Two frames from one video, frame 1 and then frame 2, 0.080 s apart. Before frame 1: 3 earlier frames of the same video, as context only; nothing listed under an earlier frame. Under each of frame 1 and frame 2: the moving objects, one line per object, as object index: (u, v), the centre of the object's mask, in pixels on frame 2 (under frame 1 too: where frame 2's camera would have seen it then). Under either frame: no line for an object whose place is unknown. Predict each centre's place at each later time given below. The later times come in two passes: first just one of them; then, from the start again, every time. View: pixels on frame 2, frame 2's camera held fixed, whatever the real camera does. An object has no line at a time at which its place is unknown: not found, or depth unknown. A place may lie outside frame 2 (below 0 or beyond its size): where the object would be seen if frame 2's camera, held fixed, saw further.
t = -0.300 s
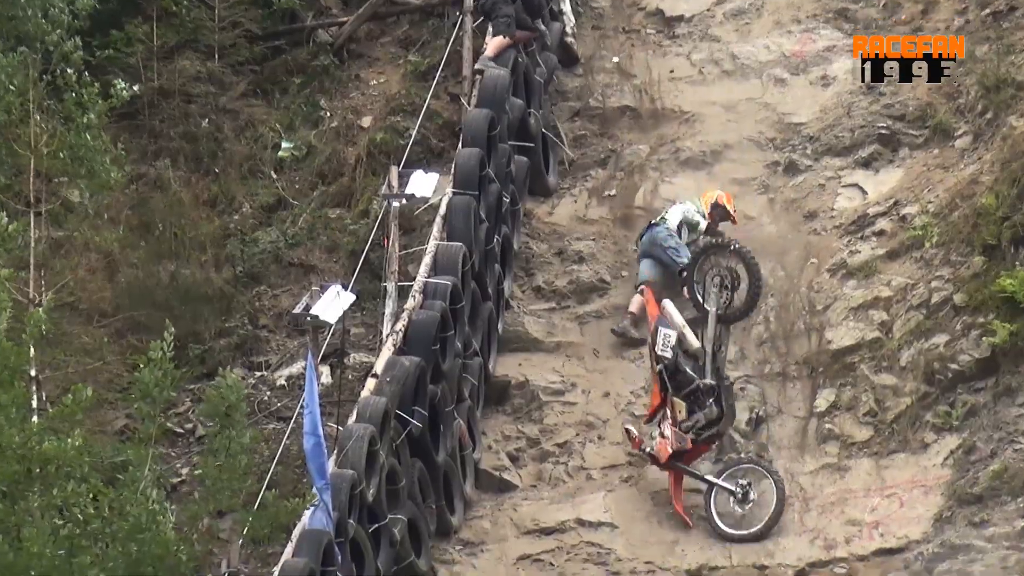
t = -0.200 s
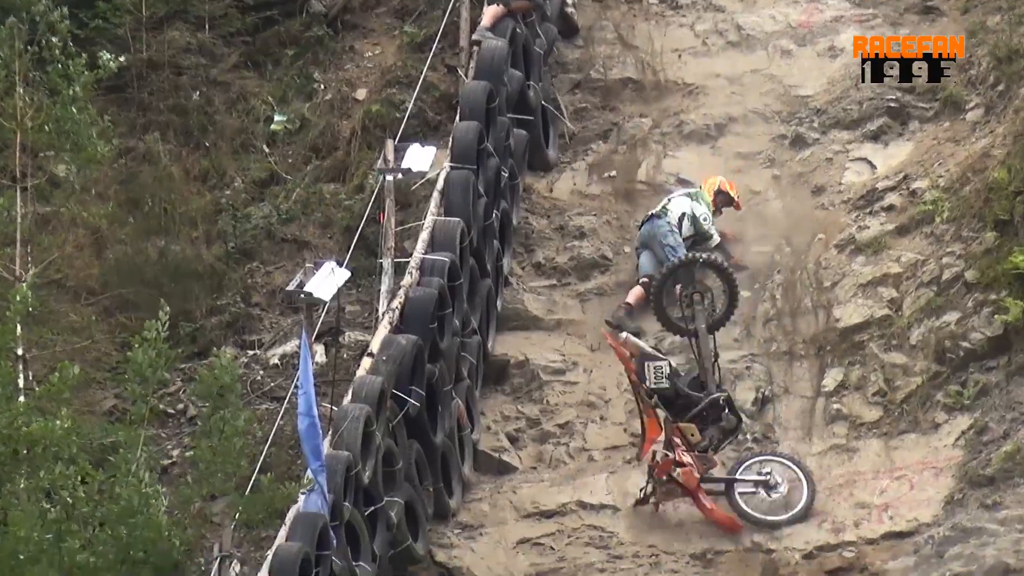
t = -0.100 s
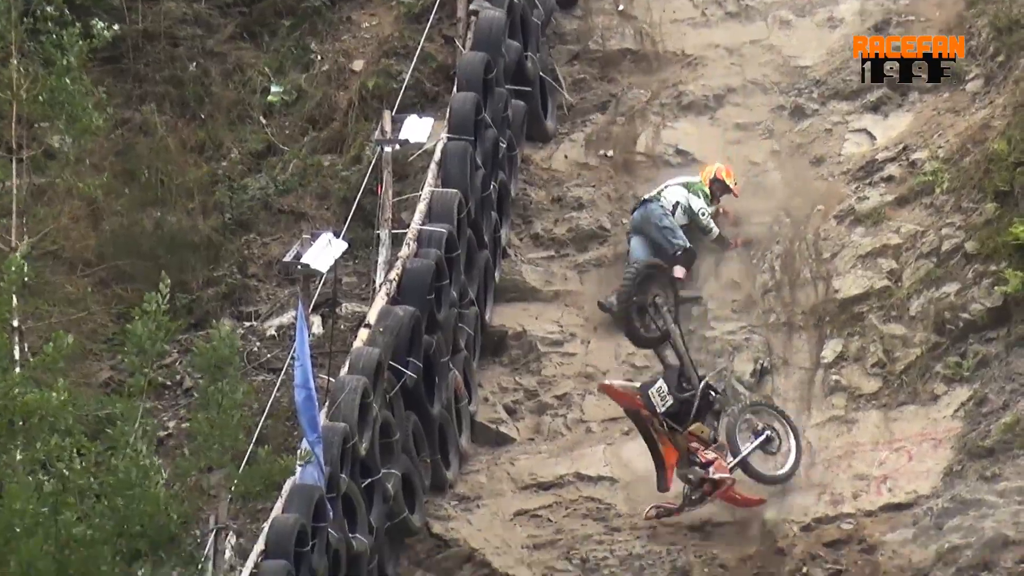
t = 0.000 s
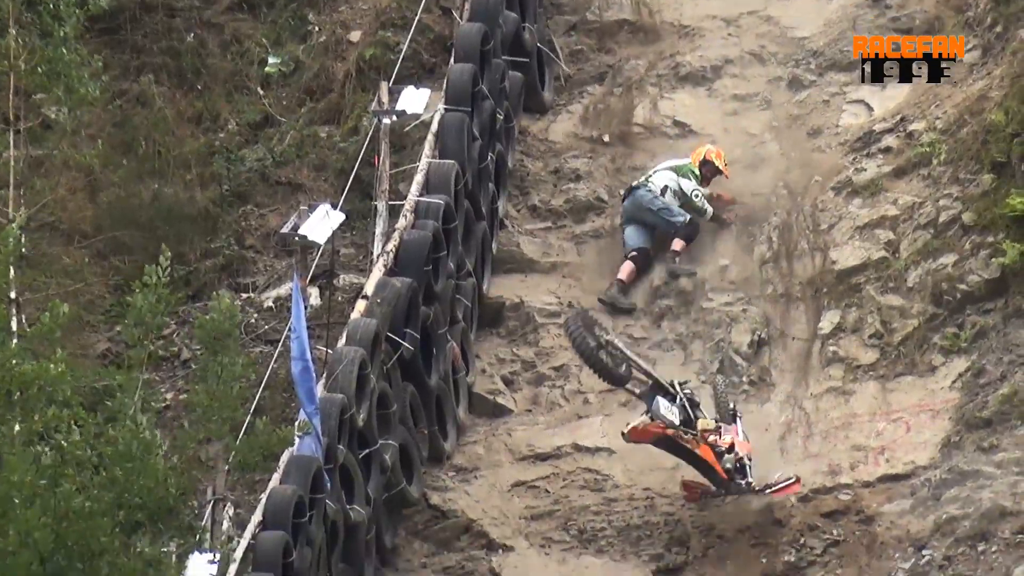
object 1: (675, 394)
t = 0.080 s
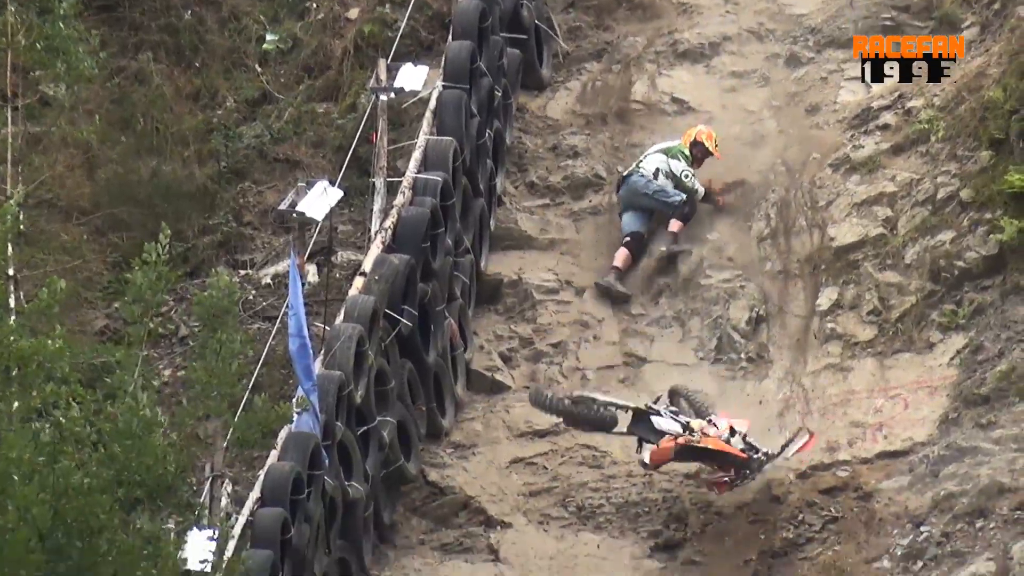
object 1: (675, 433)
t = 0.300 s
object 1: (662, 558)
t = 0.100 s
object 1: (673, 442)
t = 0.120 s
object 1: (673, 454)
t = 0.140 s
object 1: (670, 465)
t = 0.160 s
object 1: (666, 479)
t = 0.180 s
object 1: (665, 493)
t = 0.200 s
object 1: (662, 508)
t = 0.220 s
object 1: (663, 518)
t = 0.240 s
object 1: (664, 528)
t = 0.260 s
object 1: (665, 541)
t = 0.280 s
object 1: (664, 547)
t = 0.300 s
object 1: (662, 558)
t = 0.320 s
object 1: (660, 569)
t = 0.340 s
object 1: (656, 582)
